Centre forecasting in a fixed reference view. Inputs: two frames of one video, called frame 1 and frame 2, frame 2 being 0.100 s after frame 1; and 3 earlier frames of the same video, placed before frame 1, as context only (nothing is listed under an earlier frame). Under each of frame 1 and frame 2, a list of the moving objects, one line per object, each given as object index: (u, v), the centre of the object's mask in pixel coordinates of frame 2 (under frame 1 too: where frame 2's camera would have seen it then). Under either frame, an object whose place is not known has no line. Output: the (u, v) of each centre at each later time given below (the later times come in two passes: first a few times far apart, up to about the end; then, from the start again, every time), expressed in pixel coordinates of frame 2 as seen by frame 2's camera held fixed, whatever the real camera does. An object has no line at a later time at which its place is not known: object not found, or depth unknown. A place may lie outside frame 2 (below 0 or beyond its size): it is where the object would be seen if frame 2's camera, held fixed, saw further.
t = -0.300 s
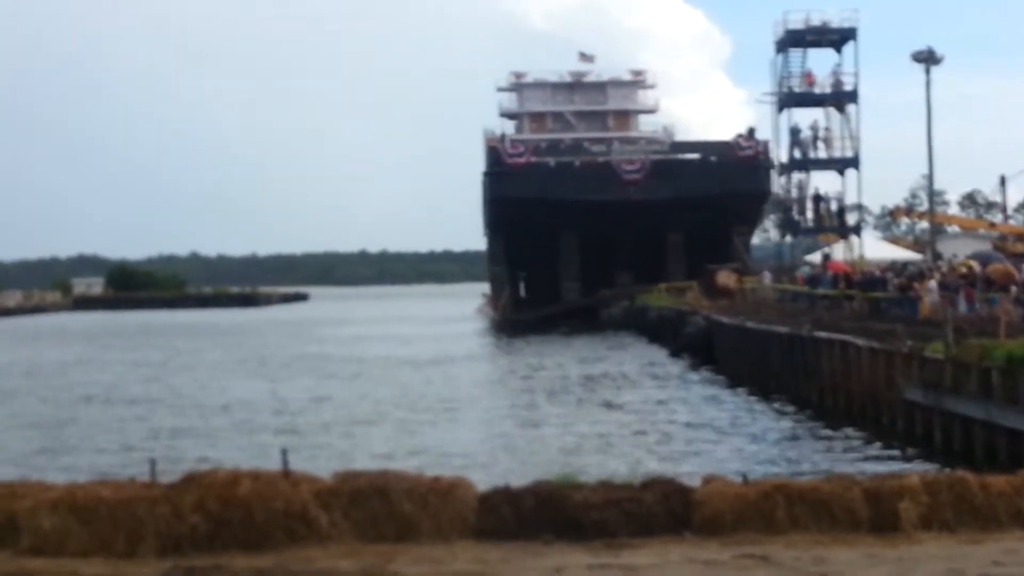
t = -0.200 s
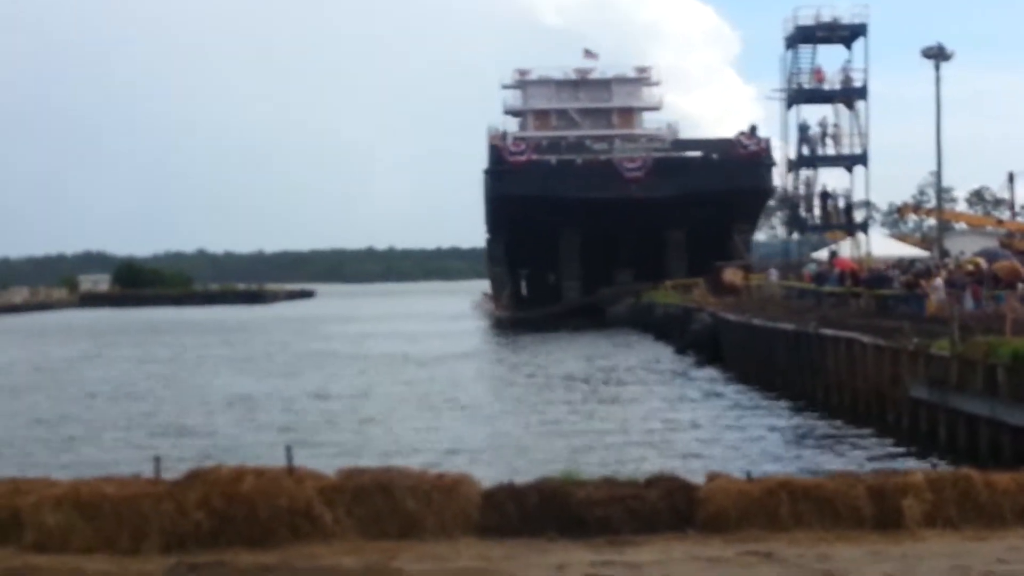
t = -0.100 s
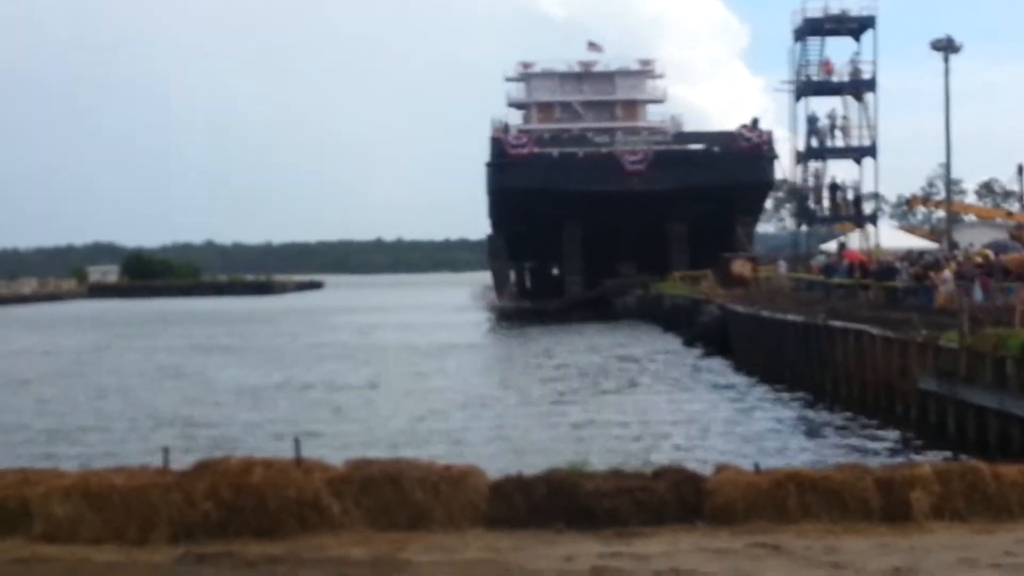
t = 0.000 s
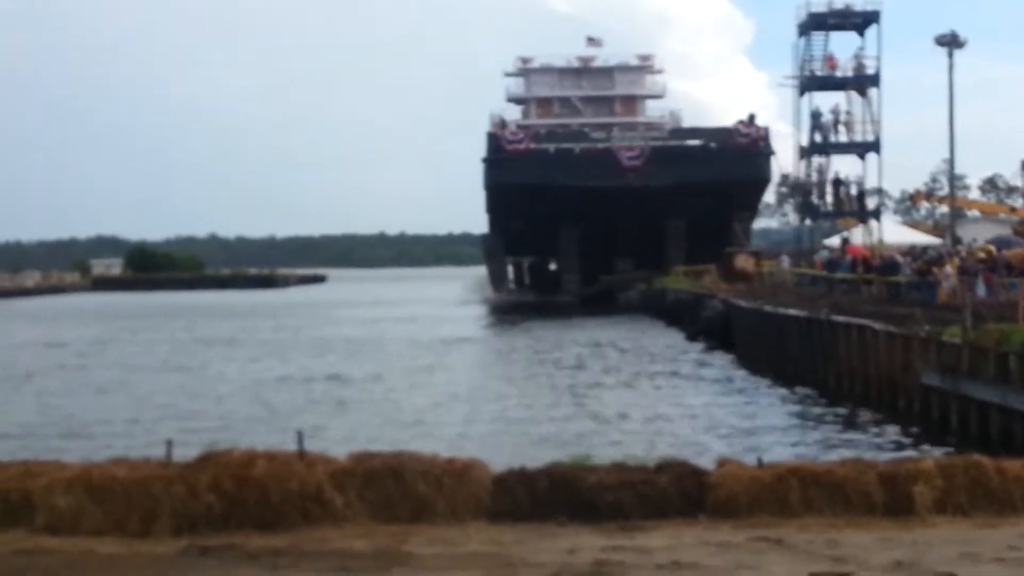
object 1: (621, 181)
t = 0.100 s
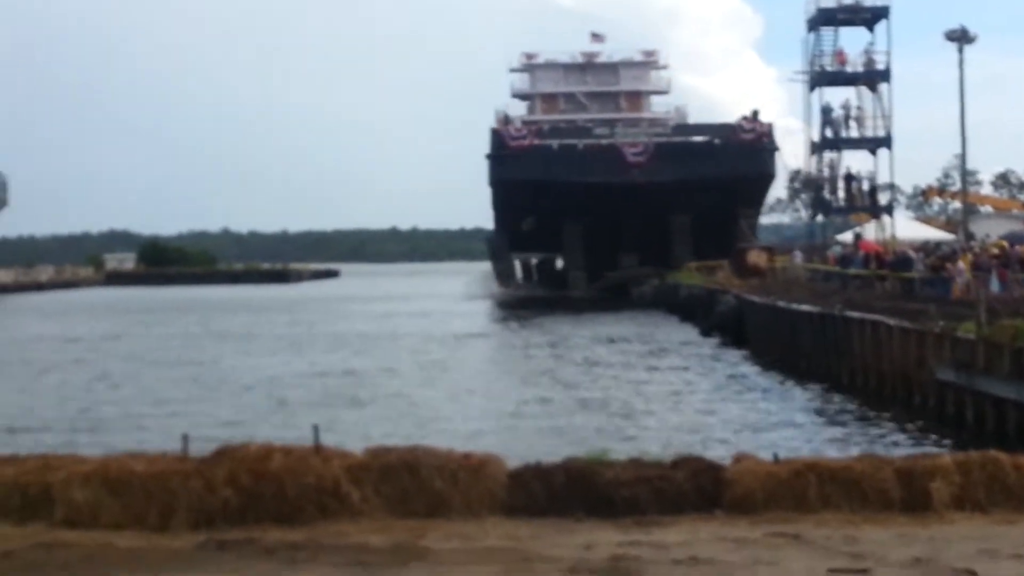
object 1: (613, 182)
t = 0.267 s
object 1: (605, 184)
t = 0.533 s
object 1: (591, 185)
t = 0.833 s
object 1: (574, 183)
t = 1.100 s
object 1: (555, 186)
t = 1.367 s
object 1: (538, 190)
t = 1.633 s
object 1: (520, 198)
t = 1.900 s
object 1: (504, 210)
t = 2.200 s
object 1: (486, 215)
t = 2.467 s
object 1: (472, 201)
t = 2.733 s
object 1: (450, 193)
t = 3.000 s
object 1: (442, 194)
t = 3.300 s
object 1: (431, 200)
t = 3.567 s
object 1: (418, 208)
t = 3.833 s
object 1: (409, 213)
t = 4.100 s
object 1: (409, 210)
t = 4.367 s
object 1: (407, 210)
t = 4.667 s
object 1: (403, 212)
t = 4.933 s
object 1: (398, 212)
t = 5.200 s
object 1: (394, 212)
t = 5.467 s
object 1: (388, 211)
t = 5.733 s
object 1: (384, 210)
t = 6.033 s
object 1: (394, 214)
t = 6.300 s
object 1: (392, 214)
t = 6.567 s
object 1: (389, 216)
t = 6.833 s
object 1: (367, 213)
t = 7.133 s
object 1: (364, 214)
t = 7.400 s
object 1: (362, 215)
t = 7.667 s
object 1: (377, 220)
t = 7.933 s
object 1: (376, 222)
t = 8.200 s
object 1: (358, 219)
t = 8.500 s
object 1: (358, 220)
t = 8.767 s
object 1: (359, 220)
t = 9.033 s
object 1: (357, 221)
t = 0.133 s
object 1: (613, 182)
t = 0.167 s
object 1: (612, 181)
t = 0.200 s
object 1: (610, 182)
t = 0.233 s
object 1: (608, 183)
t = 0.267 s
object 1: (605, 184)
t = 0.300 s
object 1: (604, 184)
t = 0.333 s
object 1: (603, 184)
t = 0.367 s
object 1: (600, 185)
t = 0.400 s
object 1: (598, 185)
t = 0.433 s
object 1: (596, 185)
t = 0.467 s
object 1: (594, 185)
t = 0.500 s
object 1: (591, 185)
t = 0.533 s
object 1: (591, 185)
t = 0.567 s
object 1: (589, 185)
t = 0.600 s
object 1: (586, 186)
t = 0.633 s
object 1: (585, 185)
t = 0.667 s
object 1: (582, 186)
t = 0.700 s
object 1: (580, 186)
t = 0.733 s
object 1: (578, 186)
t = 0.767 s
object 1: (576, 187)
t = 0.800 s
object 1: (573, 187)
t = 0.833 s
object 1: (574, 183)
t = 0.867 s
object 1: (572, 183)
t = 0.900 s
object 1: (569, 184)
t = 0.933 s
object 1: (567, 185)
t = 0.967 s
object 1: (565, 184)
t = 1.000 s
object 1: (561, 185)
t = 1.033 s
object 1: (559, 186)
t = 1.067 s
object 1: (557, 187)
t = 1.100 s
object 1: (555, 186)
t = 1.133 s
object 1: (554, 188)
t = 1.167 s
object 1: (550, 189)
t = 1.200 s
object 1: (548, 189)
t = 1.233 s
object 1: (546, 190)
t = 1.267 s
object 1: (545, 189)
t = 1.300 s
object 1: (542, 188)
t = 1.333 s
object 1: (540, 190)
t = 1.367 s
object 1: (538, 190)
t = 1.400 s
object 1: (536, 191)
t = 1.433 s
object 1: (533, 192)
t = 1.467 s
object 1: (531, 192)
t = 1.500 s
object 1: (528, 195)
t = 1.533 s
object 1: (526, 196)
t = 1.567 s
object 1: (525, 196)
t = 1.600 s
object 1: (523, 197)
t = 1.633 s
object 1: (520, 198)
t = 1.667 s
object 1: (518, 199)
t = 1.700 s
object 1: (516, 199)
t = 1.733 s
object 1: (513, 202)
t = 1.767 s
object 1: (512, 207)
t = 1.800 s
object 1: (509, 208)
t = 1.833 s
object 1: (507, 209)
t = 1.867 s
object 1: (505, 209)
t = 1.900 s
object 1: (504, 210)
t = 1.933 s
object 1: (502, 211)
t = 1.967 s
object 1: (500, 212)
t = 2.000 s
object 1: (499, 212)
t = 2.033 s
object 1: (496, 212)
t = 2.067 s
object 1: (494, 212)
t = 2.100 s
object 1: (491, 213)
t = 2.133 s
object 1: (490, 214)
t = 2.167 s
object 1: (488, 214)
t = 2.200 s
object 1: (486, 215)
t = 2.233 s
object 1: (485, 216)
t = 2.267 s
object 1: (481, 202)
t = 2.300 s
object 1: (471, 199)
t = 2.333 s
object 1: (470, 199)
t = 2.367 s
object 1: (469, 198)
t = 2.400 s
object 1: (475, 201)
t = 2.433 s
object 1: (468, 199)
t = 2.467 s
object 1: (472, 201)
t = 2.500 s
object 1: (470, 201)
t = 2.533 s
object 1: (467, 200)
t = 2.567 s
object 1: (463, 198)
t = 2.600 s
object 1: (459, 195)
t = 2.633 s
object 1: (455, 194)
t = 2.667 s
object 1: (454, 194)
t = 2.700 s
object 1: (454, 194)
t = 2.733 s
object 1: (450, 193)
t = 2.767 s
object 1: (449, 193)
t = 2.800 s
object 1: (448, 193)
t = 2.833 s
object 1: (448, 193)
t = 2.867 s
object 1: (446, 194)
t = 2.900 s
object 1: (444, 194)
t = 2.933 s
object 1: (443, 193)
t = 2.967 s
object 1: (444, 193)
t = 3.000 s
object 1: (442, 194)
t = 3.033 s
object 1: (440, 195)
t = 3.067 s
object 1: (439, 194)
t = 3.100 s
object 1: (437, 196)
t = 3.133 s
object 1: (437, 198)
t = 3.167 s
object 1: (435, 197)
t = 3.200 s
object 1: (434, 198)
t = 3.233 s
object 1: (432, 199)
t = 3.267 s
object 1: (430, 199)
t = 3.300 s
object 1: (431, 200)
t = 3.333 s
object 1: (429, 202)
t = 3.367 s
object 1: (428, 202)
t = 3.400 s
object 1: (427, 203)
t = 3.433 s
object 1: (423, 205)
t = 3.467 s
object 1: (422, 206)
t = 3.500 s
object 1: (420, 206)
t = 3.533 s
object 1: (419, 207)
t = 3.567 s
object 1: (418, 208)
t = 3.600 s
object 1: (415, 209)
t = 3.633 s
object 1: (415, 209)
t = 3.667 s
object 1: (414, 210)
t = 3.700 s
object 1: (412, 211)
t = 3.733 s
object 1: (412, 212)
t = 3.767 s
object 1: (411, 212)
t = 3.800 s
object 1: (410, 212)
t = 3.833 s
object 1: (409, 213)
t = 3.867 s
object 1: (409, 213)
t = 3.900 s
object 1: (408, 213)
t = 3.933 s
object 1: (408, 212)
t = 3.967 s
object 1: (407, 213)
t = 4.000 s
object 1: (405, 213)
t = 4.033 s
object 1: (406, 212)
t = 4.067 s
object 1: (410, 210)
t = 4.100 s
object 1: (409, 210)
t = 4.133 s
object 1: (409, 210)
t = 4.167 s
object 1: (409, 210)
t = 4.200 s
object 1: (409, 210)
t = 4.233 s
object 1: (408, 210)
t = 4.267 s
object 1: (408, 210)
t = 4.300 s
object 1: (408, 210)
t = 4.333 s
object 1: (408, 210)
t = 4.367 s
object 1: (407, 210)
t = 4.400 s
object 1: (407, 211)
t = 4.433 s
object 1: (407, 211)
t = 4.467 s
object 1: (406, 211)
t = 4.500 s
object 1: (406, 211)
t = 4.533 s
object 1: (405, 211)
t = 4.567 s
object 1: (405, 211)
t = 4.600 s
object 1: (404, 212)
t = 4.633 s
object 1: (404, 212)
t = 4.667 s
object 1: (403, 212)
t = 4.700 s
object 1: (403, 212)
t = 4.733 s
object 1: (402, 212)
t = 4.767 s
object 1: (401, 212)
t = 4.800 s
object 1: (400, 212)
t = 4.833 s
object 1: (400, 212)
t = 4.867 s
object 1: (400, 212)
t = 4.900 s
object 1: (399, 212)
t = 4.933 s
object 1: (398, 212)
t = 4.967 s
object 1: (397, 212)
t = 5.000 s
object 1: (397, 212)
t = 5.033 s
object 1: (397, 212)
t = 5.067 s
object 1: (396, 212)
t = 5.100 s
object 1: (395, 213)
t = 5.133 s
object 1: (395, 212)
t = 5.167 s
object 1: (395, 212)
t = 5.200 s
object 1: (394, 212)
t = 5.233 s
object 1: (393, 212)
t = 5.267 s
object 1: (393, 212)
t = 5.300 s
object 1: (393, 212)
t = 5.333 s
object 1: (391, 212)
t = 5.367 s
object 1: (397, 213)
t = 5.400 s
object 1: (395, 212)
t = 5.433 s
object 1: (389, 211)
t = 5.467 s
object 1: (388, 211)
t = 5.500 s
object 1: (388, 211)
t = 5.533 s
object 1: (388, 211)
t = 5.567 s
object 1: (387, 211)
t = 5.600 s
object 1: (397, 214)
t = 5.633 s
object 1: (386, 210)
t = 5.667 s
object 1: (385, 211)
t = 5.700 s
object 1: (384, 211)
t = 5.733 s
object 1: (384, 210)
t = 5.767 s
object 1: (397, 214)
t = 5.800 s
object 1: (396, 214)
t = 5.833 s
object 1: (396, 214)
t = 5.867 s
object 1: (381, 211)
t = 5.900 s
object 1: (381, 211)
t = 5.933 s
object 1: (381, 211)
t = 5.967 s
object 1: (394, 214)
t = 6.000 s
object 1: (395, 214)
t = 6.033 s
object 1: (394, 214)
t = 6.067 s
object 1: (393, 214)
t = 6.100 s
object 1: (394, 214)
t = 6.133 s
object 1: (393, 214)
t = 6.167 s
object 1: (378, 210)
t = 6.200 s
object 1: (392, 214)
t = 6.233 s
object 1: (391, 214)
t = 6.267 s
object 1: (392, 214)
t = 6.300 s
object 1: (392, 214)
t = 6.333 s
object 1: (374, 211)
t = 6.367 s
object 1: (390, 215)
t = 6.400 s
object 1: (391, 215)
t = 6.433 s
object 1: (391, 215)
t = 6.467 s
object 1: (390, 215)
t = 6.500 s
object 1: (391, 216)
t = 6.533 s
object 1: (391, 216)
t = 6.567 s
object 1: (389, 216)
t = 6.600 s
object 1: (389, 216)
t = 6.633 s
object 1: (388, 216)
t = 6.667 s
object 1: (369, 212)
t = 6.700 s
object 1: (369, 212)
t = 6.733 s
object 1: (368, 213)
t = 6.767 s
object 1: (368, 213)
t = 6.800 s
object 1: (368, 213)
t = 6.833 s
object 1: (367, 213)
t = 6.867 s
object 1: (366, 213)
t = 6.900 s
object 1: (366, 214)
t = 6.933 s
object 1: (388, 218)
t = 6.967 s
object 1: (367, 214)
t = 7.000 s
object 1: (366, 213)
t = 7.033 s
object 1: (384, 218)
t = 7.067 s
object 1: (384, 218)
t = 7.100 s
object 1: (364, 214)
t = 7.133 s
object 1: (364, 214)
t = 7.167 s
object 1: (364, 214)
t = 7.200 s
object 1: (364, 214)
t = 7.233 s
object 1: (363, 214)
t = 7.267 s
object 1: (362, 215)
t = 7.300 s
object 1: (363, 215)
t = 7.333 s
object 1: (363, 215)
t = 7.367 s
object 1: (362, 215)
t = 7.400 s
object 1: (362, 215)
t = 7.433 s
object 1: (362, 215)
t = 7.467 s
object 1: (381, 219)
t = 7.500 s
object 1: (379, 220)
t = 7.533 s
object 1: (378, 220)
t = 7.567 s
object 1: (361, 216)
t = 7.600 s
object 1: (361, 216)
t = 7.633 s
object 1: (377, 220)
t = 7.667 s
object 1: (377, 220)
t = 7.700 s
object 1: (378, 221)
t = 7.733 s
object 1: (377, 221)
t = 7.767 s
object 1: (376, 220)
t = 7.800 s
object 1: (360, 217)
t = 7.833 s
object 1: (360, 217)
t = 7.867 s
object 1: (376, 221)
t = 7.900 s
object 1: (376, 221)
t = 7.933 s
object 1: (376, 222)
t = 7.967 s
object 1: (358, 218)
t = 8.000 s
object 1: (358, 218)
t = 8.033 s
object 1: (358, 218)
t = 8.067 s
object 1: (358, 218)
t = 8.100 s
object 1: (358, 218)
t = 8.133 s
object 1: (358, 219)
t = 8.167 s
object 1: (358, 219)
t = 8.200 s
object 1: (358, 219)
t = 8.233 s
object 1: (357, 219)
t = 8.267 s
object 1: (357, 219)
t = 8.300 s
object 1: (357, 220)
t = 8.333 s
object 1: (358, 219)
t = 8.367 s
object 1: (358, 220)
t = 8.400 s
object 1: (357, 220)
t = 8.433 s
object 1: (357, 220)
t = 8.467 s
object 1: (357, 220)
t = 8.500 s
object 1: (358, 220)
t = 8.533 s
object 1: (358, 219)
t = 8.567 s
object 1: (358, 219)
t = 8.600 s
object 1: (357, 220)
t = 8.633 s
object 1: (357, 219)
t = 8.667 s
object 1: (357, 220)
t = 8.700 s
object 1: (356, 220)
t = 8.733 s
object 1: (357, 220)
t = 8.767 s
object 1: (359, 220)
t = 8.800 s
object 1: (358, 220)
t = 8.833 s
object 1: (357, 220)
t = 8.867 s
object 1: (359, 221)
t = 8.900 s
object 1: (358, 220)
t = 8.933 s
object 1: (357, 221)
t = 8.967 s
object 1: (358, 221)
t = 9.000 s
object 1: (358, 221)
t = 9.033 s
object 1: (357, 221)
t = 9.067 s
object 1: (357, 221)
